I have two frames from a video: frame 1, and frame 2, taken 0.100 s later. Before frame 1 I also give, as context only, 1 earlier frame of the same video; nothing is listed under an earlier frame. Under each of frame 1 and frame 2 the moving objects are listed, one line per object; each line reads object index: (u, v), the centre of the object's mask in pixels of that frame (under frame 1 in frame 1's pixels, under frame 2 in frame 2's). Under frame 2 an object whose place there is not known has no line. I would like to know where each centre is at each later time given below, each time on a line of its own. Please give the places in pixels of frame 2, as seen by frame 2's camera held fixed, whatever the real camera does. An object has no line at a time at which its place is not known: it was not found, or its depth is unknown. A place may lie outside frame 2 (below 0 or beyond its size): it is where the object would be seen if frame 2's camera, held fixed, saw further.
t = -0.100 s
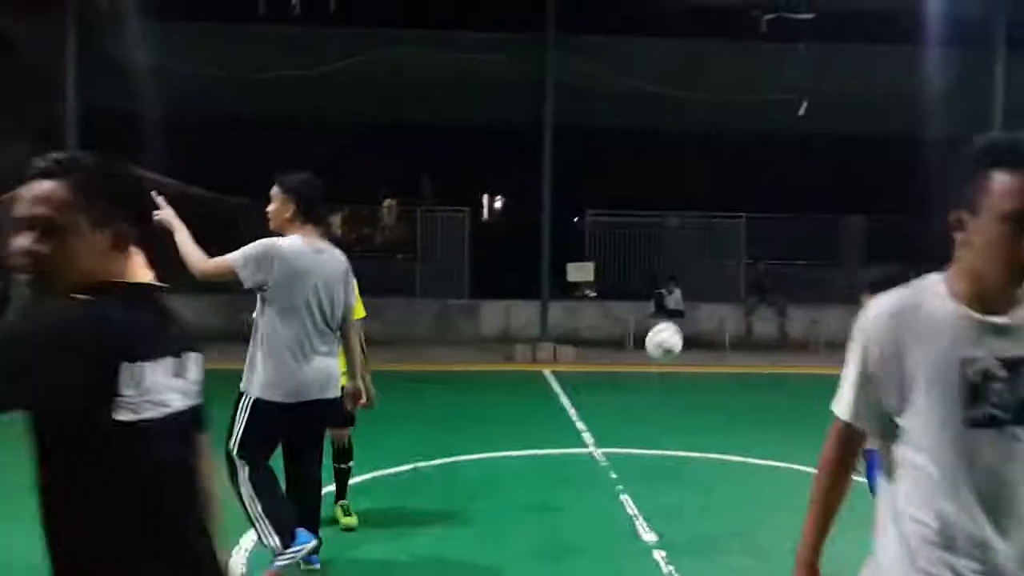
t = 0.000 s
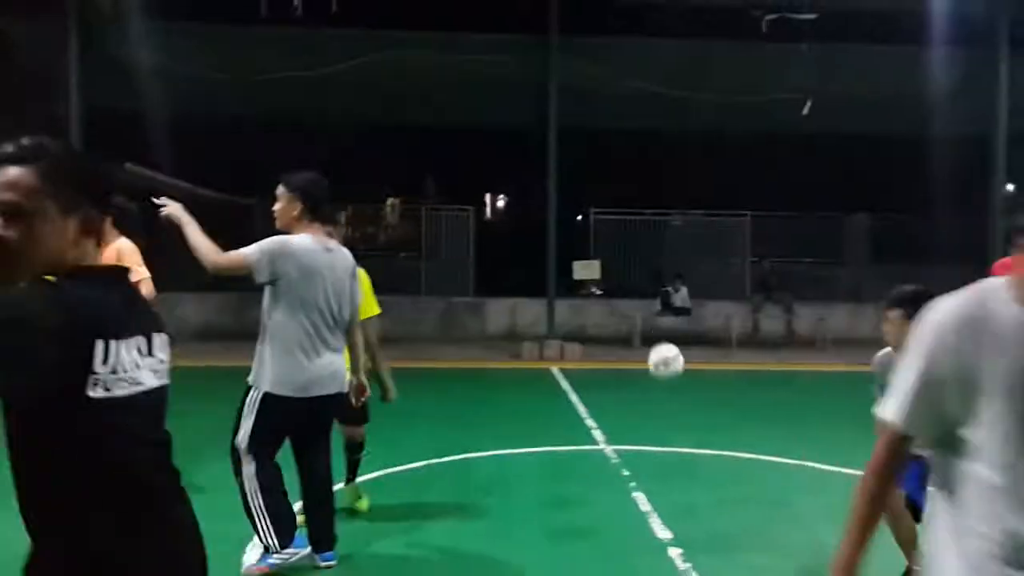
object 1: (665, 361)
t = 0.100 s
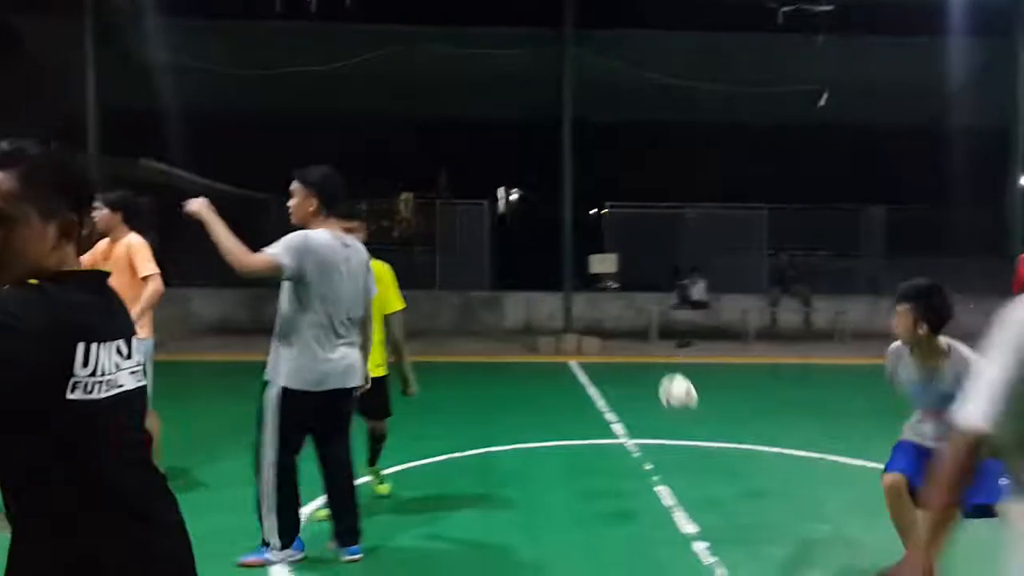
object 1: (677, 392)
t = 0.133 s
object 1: (677, 408)
